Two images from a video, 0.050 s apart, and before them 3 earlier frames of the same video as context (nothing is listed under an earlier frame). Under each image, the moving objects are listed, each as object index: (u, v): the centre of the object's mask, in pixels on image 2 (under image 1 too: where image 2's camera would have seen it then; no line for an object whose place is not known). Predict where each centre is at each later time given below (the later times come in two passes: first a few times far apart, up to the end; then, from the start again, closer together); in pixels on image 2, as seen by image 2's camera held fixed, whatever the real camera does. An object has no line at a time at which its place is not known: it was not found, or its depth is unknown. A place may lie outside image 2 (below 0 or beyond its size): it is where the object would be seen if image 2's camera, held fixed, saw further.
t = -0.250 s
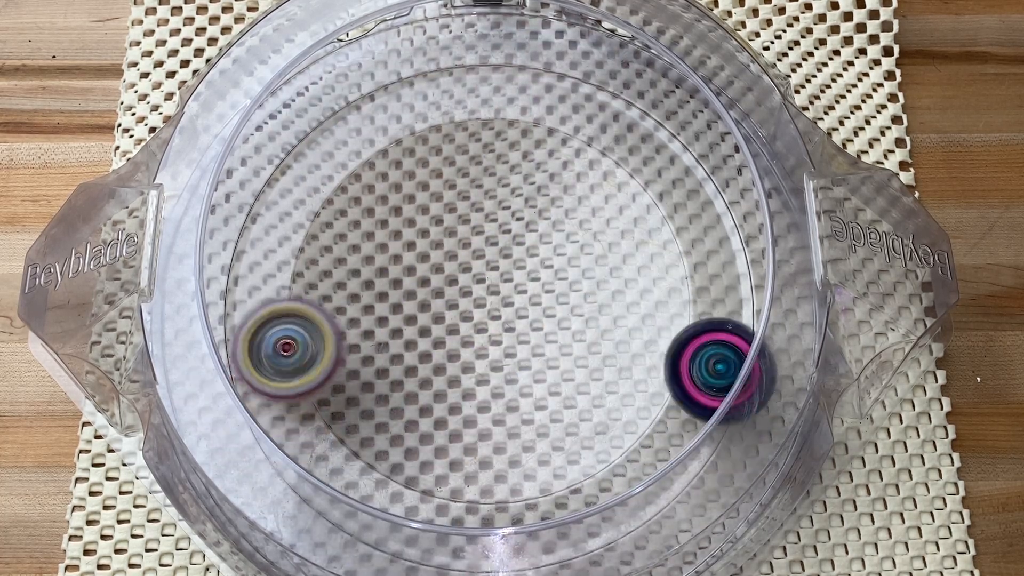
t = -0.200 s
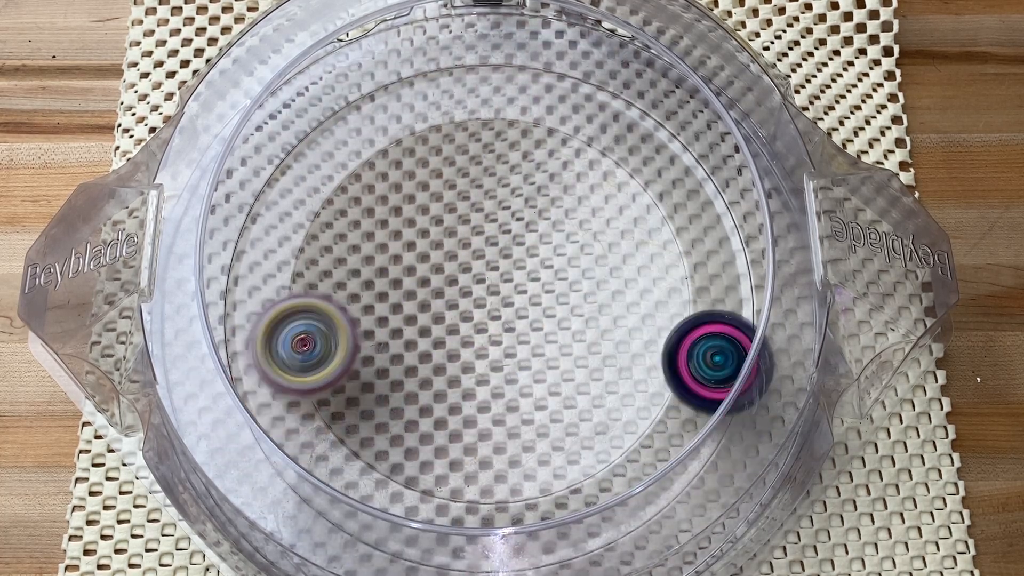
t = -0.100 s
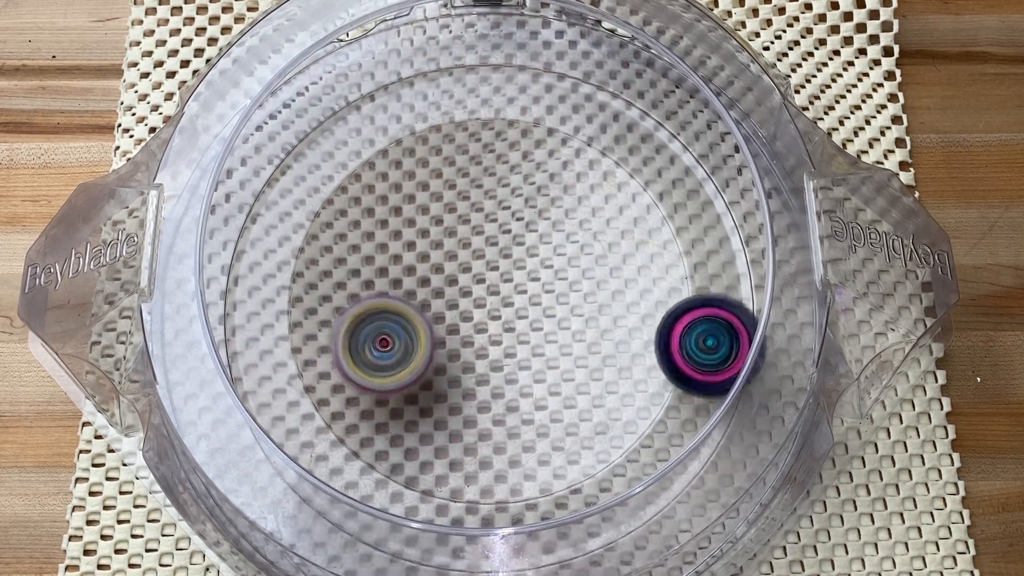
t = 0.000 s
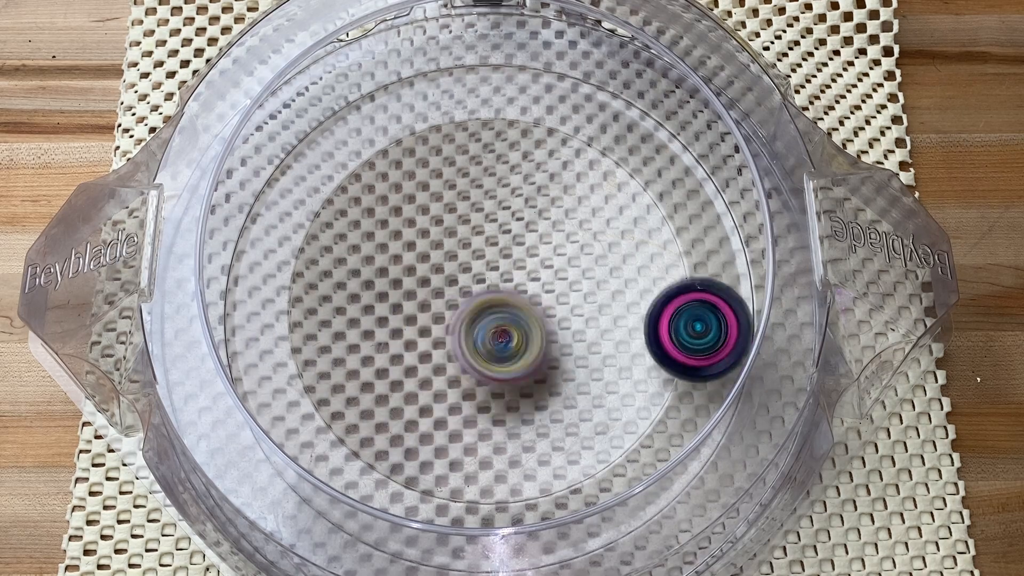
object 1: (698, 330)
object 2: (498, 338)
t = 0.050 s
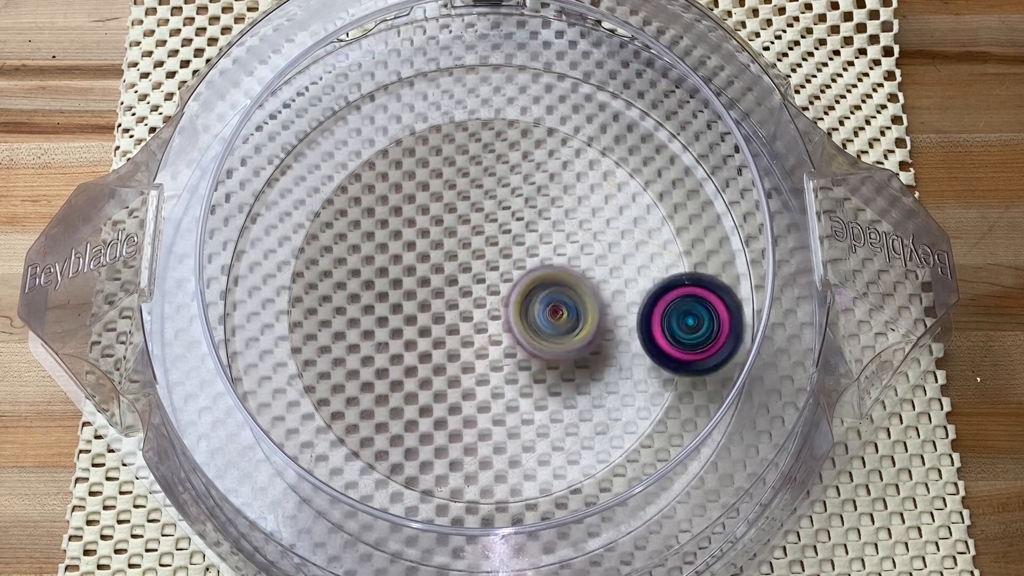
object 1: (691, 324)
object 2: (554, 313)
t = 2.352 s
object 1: (388, 309)
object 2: (561, 187)
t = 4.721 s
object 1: (574, 365)
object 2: (421, 228)
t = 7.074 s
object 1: (487, 224)
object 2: (476, 344)
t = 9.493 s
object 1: (434, 344)
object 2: (513, 281)
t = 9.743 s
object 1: (420, 331)
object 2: (505, 268)
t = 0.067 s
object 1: (687, 324)
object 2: (570, 302)
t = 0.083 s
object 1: (683, 326)
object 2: (584, 291)
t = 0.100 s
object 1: (686, 332)
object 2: (588, 274)
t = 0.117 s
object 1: (689, 339)
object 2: (588, 256)
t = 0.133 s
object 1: (690, 347)
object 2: (585, 239)
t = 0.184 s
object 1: (689, 357)
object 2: (570, 190)
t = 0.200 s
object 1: (688, 357)
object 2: (562, 175)
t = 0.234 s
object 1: (686, 359)
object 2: (543, 145)
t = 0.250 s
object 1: (682, 361)
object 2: (533, 131)
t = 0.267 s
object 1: (678, 365)
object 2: (519, 120)
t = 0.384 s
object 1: (634, 391)
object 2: (432, 65)
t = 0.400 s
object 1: (626, 395)
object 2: (422, 60)
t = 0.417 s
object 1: (619, 397)
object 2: (416, 57)
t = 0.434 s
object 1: (611, 398)
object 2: (409, 59)
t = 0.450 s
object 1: (603, 402)
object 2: (403, 64)
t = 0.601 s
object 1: (524, 403)
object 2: (360, 112)
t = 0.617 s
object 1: (513, 401)
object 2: (358, 116)
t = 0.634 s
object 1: (504, 398)
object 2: (357, 119)
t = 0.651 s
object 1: (496, 396)
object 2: (357, 122)
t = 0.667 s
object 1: (486, 392)
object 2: (358, 123)
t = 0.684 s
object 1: (477, 387)
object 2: (358, 124)
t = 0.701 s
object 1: (470, 383)
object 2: (357, 125)
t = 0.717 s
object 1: (460, 376)
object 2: (358, 127)
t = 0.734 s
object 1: (452, 370)
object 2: (361, 129)
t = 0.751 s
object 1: (446, 363)
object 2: (364, 130)
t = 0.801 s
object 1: (427, 339)
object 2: (368, 132)
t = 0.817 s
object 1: (422, 331)
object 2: (371, 137)
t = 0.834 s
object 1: (417, 322)
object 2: (375, 142)
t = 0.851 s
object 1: (416, 314)
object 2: (379, 148)
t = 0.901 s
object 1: (411, 290)
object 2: (389, 175)
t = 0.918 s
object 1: (410, 285)
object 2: (394, 188)
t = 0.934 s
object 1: (414, 303)
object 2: (397, 175)
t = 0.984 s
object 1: (431, 358)
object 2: (404, 145)
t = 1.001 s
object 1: (439, 372)
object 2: (408, 139)
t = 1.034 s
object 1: (454, 398)
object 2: (412, 130)
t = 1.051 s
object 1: (460, 408)
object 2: (414, 129)
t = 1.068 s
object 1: (465, 415)
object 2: (417, 129)
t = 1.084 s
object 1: (471, 422)
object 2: (419, 128)
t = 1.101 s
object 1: (474, 426)
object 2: (419, 129)
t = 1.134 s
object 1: (479, 430)
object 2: (423, 139)
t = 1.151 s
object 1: (480, 431)
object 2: (424, 142)
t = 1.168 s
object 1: (480, 430)
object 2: (422, 147)
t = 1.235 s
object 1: (471, 423)
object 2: (425, 173)
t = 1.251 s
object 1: (468, 421)
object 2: (426, 181)
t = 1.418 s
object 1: (434, 408)
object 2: (469, 272)
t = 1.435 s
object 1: (430, 405)
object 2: (475, 282)
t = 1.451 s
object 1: (428, 403)
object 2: (483, 288)
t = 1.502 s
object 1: (421, 393)
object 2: (510, 305)
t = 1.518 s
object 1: (419, 390)
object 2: (520, 308)
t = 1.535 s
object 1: (419, 386)
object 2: (529, 309)
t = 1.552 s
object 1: (417, 382)
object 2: (537, 311)
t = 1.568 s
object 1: (415, 377)
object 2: (547, 314)
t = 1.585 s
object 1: (414, 374)
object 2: (556, 312)
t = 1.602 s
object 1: (413, 369)
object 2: (563, 308)
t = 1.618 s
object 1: (414, 364)
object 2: (569, 309)
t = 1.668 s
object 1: (415, 349)
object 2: (586, 297)
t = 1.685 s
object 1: (415, 344)
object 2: (590, 292)
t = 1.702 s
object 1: (418, 338)
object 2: (595, 286)
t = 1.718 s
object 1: (419, 333)
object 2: (594, 278)
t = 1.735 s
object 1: (421, 328)
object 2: (596, 275)
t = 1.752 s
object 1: (423, 322)
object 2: (598, 267)
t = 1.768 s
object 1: (426, 317)
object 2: (597, 259)
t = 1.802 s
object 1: (433, 307)
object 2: (593, 248)
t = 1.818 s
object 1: (437, 301)
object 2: (590, 240)
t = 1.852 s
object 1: (446, 293)
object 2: (579, 231)
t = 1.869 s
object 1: (451, 289)
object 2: (574, 226)
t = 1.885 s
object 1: (455, 285)
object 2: (565, 222)
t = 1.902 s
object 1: (461, 283)
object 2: (558, 223)
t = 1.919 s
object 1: (466, 279)
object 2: (550, 223)
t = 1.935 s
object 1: (466, 279)
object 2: (546, 221)
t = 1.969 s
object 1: (459, 285)
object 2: (547, 218)
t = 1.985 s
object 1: (457, 287)
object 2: (545, 217)
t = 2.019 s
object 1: (458, 290)
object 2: (540, 223)
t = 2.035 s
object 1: (459, 290)
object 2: (536, 225)
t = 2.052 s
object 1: (459, 290)
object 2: (533, 231)
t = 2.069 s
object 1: (450, 298)
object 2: (544, 227)
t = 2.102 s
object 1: (427, 314)
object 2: (561, 219)
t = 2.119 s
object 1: (418, 321)
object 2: (569, 215)
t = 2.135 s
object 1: (410, 326)
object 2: (572, 209)
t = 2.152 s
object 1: (404, 330)
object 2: (576, 207)
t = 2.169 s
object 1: (399, 332)
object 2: (580, 203)
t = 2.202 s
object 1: (393, 331)
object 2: (581, 196)
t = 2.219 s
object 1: (392, 328)
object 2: (582, 192)
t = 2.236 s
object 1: (390, 326)
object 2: (580, 191)
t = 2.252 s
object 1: (389, 323)
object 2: (580, 187)
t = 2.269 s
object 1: (388, 322)
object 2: (577, 184)
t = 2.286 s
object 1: (388, 319)
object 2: (574, 185)
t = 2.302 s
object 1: (388, 317)
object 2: (573, 184)
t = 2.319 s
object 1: (388, 314)
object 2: (568, 183)
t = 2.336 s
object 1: (389, 312)
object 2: (565, 187)
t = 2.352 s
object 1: (388, 309)
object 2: (561, 187)
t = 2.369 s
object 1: (389, 308)
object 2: (555, 192)
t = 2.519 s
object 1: (405, 289)
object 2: (516, 255)
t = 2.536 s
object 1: (408, 287)
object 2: (512, 261)
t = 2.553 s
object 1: (408, 286)
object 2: (508, 272)
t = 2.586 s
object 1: (400, 281)
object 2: (513, 284)
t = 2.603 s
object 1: (399, 280)
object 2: (517, 291)
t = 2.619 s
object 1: (401, 278)
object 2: (520, 294)
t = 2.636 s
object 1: (403, 277)
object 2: (521, 302)
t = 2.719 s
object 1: (415, 269)
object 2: (535, 325)
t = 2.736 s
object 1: (418, 268)
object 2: (538, 327)
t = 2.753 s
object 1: (421, 266)
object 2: (536, 326)
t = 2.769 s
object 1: (424, 265)
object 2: (537, 328)
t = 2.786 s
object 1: (428, 265)
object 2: (537, 326)
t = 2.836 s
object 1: (440, 263)
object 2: (530, 324)
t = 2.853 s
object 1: (443, 263)
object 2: (530, 322)
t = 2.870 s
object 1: (447, 263)
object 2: (528, 318)
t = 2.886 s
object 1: (448, 261)
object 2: (530, 319)
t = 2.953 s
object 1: (461, 260)
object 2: (539, 317)
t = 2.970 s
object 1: (463, 260)
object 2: (542, 318)
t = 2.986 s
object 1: (464, 257)
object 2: (546, 320)
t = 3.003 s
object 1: (462, 250)
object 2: (552, 329)
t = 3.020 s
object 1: (460, 245)
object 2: (560, 336)
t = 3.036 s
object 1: (461, 242)
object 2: (562, 344)
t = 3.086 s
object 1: (469, 240)
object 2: (567, 360)
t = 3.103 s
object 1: (472, 239)
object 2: (565, 364)
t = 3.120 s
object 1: (476, 240)
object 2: (566, 367)
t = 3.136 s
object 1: (479, 239)
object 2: (563, 368)
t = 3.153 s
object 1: (482, 240)
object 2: (563, 370)
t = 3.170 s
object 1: (485, 241)
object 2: (560, 369)
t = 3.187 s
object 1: (489, 242)
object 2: (558, 371)
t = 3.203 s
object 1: (492, 243)
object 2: (557, 368)
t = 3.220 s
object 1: (495, 244)
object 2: (553, 368)
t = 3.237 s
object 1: (497, 246)
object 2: (553, 365)
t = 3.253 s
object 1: (501, 248)
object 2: (549, 364)
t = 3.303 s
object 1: (508, 256)
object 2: (544, 359)
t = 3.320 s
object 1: (510, 258)
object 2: (538, 359)
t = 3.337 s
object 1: (512, 261)
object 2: (536, 356)
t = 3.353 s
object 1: (514, 264)
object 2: (530, 357)
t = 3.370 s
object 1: (516, 260)
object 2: (526, 363)
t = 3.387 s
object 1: (516, 257)
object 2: (520, 369)
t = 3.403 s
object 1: (518, 256)
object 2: (516, 372)
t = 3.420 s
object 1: (519, 257)
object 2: (511, 377)
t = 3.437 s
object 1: (521, 259)
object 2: (507, 378)
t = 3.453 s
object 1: (522, 260)
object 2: (501, 382)
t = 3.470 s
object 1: (524, 262)
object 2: (496, 381)
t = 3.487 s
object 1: (525, 264)
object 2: (491, 383)
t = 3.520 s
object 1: (527, 269)
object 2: (482, 383)
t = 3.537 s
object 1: (528, 271)
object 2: (479, 381)
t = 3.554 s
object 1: (528, 274)
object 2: (475, 381)
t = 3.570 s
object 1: (529, 276)
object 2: (473, 377)
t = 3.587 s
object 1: (529, 279)
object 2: (471, 376)
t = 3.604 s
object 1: (530, 281)
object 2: (470, 373)
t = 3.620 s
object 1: (529, 285)
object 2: (469, 371)
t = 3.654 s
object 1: (529, 290)
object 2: (467, 365)
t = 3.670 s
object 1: (529, 291)
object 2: (463, 362)
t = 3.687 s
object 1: (535, 283)
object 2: (450, 369)
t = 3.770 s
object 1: (552, 260)
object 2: (395, 393)
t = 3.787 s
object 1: (553, 261)
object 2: (390, 394)
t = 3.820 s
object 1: (556, 263)
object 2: (378, 396)
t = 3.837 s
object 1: (557, 265)
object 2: (372, 398)
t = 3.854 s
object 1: (558, 267)
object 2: (369, 397)
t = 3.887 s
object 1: (559, 270)
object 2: (365, 396)
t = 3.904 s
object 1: (559, 272)
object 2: (364, 396)
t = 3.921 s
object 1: (559, 274)
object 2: (363, 394)
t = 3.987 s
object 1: (559, 281)
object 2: (357, 386)
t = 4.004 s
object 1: (559, 283)
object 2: (357, 382)
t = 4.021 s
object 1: (557, 285)
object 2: (356, 378)
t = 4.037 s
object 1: (556, 288)
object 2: (357, 375)
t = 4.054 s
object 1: (555, 290)
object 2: (356, 372)
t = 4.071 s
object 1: (553, 292)
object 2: (359, 368)
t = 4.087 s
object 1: (551, 294)
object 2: (359, 364)
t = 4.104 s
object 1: (550, 296)
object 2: (364, 360)
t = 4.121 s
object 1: (547, 298)
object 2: (365, 356)
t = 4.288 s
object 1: (518, 310)
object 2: (407, 316)
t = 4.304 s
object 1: (515, 311)
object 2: (412, 314)
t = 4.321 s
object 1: (517, 310)
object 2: (415, 309)
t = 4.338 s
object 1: (527, 309)
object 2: (407, 306)
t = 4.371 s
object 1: (540, 306)
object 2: (397, 298)
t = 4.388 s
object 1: (545, 305)
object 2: (394, 292)
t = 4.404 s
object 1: (546, 305)
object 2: (394, 288)
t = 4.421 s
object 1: (547, 305)
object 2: (392, 283)
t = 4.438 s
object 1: (546, 306)
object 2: (393, 280)
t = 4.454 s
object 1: (546, 308)
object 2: (394, 278)
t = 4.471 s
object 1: (545, 310)
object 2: (395, 272)
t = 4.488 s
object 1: (545, 312)
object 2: (399, 272)
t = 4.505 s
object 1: (543, 313)
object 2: (401, 268)
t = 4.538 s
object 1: (540, 316)
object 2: (410, 266)
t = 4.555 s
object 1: (539, 318)
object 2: (416, 265)
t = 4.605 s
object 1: (534, 321)
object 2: (432, 264)
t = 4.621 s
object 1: (531, 323)
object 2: (437, 263)
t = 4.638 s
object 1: (530, 323)
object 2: (445, 265)
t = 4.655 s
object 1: (531, 326)
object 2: (449, 264)
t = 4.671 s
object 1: (544, 336)
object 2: (441, 254)
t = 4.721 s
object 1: (574, 365)
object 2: (421, 228)
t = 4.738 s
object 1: (581, 373)
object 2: (418, 221)
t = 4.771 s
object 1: (586, 390)
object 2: (415, 211)
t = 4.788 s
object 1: (586, 396)
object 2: (416, 207)
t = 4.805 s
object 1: (585, 401)
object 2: (417, 206)
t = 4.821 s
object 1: (583, 403)
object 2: (419, 203)
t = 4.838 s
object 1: (582, 406)
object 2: (422, 203)
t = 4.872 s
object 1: (580, 410)
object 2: (430, 200)
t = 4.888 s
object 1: (579, 412)
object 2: (433, 201)
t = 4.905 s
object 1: (577, 413)
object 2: (437, 200)
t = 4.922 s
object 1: (576, 415)
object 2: (443, 202)
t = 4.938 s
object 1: (574, 416)
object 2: (447, 202)
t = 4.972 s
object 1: (571, 418)
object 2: (458, 206)
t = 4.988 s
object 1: (569, 418)
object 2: (463, 206)
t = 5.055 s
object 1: (561, 420)
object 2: (483, 217)
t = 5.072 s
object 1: (559, 420)
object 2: (488, 218)
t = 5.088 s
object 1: (556, 420)
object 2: (493, 223)
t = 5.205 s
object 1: (536, 416)
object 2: (519, 247)
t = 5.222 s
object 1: (534, 414)
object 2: (522, 252)
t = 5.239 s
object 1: (530, 413)
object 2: (525, 256)
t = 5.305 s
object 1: (515, 405)
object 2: (531, 272)
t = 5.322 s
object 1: (511, 403)
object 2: (533, 276)
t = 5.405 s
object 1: (490, 388)
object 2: (531, 293)
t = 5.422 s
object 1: (486, 385)
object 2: (530, 297)
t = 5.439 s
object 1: (480, 385)
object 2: (529, 293)
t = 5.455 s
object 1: (473, 384)
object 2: (528, 292)
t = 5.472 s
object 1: (467, 380)
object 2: (526, 291)
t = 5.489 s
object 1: (462, 376)
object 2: (526, 286)
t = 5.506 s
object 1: (458, 373)
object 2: (524, 286)
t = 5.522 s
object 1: (454, 369)
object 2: (522, 282)
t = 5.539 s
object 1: (449, 365)
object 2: (520, 281)
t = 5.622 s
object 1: (433, 343)
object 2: (514, 274)
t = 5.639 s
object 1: (430, 339)
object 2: (513, 276)
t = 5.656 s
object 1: (426, 334)
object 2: (514, 275)
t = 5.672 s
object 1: (423, 331)
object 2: (514, 275)
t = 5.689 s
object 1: (420, 326)
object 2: (516, 275)
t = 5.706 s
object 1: (416, 321)
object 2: (521, 274)
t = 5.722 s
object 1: (415, 317)
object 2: (521, 274)
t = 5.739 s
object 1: (414, 312)
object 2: (520, 275)
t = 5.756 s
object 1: (412, 309)
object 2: (524, 274)
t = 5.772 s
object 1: (410, 304)
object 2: (524, 276)
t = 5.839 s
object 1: (406, 288)
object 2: (523, 280)
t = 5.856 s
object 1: (406, 284)
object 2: (521, 281)
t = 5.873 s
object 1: (405, 279)
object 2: (519, 284)
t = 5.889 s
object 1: (406, 276)
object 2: (520, 285)
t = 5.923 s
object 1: (405, 269)
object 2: (514, 288)
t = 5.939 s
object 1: (406, 266)
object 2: (514, 290)
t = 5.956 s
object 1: (406, 262)
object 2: (511, 292)
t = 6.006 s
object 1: (408, 253)
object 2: (502, 294)
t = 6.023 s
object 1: (409, 250)
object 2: (498, 294)
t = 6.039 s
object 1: (408, 246)
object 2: (499, 298)
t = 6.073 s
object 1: (409, 240)
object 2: (498, 300)
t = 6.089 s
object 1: (410, 238)
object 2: (497, 301)
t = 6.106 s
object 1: (411, 236)
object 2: (498, 301)
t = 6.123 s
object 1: (413, 234)
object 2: (496, 299)
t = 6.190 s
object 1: (420, 229)
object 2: (495, 295)
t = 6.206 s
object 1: (421, 228)
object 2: (493, 295)
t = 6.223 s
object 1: (420, 225)
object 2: (495, 296)
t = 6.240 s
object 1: (419, 221)
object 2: (499, 300)
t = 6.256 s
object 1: (417, 218)
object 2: (501, 302)
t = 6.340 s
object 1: (424, 212)
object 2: (519, 313)
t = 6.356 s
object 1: (424, 211)
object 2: (519, 314)
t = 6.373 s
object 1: (426, 211)
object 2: (523, 315)
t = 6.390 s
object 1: (428, 210)
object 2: (527, 316)
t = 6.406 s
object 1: (429, 210)
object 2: (528, 314)
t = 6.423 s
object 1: (431, 209)
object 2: (531, 314)
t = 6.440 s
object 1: (432, 209)
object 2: (535, 313)
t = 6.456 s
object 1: (434, 209)
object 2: (535, 311)
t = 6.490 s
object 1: (438, 209)
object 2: (539, 306)
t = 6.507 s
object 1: (441, 210)
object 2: (537, 302)
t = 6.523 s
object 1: (443, 210)
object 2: (535, 300)
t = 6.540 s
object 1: (445, 211)
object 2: (535, 299)
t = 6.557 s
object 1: (448, 212)
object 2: (530, 294)
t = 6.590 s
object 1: (452, 214)
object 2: (523, 291)
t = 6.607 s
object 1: (455, 215)
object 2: (516, 288)
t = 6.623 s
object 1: (453, 211)
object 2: (515, 291)
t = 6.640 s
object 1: (452, 205)
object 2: (516, 297)
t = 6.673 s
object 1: (446, 196)
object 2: (508, 305)
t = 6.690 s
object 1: (446, 195)
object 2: (506, 309)
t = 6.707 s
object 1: (446, 195)
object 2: (500, 312)
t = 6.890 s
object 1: (465, 203)
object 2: (468, 333)
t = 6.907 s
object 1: (467, 204)
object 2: (467, 337)
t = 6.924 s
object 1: (468, 206)
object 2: (464, 338)
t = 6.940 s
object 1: (470, 207)
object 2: (464, 340)
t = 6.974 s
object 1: (474, 211)
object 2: (463, 344)
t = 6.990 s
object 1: (476, 212)
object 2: (464, 345)
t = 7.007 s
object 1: (477, 214)
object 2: (468, 345)
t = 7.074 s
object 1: (487, 224)
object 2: (476, 344)
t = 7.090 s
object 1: (489, 227)
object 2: (479, 339)
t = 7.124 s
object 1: (495, 235)
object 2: (484, 333)
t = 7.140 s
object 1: (497, 237)
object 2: (483, 329)
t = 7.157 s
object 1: (498, 234)
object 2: (483, 333)
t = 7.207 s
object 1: (502, 215)
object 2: (481, 358)
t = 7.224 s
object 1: (504, 212)
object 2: (480, 363)
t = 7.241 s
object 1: (505, 212)
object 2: (478, 368)
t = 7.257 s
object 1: (506, 213)
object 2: (480, 368)
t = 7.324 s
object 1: (515, 218)
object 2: (484, 376)
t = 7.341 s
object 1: (517, 219)
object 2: (485, 377)
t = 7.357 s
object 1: (519, 220)
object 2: (483, 378)
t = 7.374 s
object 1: (520, 222)
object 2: (486, 379)
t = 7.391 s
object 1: (523, 223)
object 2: (486, 380)
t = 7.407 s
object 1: (525, 225)
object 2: (486, 382)
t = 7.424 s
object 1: (525, 226)
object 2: (486, 380)
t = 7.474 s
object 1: (530, 232)
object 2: (488, 380)
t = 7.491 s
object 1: (532, 235)
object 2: (489, 378)
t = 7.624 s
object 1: (540, 258)
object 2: (493, 343)
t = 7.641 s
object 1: (541, 260)
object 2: (491, 340)
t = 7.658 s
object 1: (544, 253)
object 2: (486, 343)
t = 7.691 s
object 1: (547, 244)
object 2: (477, 351)
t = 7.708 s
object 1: (547, 241)
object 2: (471, 351)
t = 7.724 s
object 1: (547, 241)
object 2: (471, 353)
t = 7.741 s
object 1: (547, 242)
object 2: (469, 353)
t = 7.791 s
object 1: (549, 246)
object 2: (463, 349)
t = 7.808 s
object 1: (550, 248)
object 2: (462, 349)
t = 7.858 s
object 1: (552, 251)
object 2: (458, 343)
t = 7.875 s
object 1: (552, 253)
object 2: (455, 341)
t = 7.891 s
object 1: (552, 255)
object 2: (455, 337)
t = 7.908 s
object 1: (552, 257)
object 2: (454, 334)
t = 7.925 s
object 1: (553, 259)
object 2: (454, 333)
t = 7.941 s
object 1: (552, 261)
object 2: (453, 329)
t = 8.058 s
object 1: (549, 279)
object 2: (452, 305)
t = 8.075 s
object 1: (548, 282)
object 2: (452, 303)
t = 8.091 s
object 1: (551, 283)
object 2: (448, 301)
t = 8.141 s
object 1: (562, 289)
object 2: (431, 291)
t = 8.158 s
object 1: (561, 290)
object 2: (427, 290)
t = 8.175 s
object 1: (561, 293)
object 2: (426, 286)
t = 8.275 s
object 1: (558, 308)
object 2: (418, 281)
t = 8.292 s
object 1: (557, 310)
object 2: (417, 277)
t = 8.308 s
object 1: (557, 313)
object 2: (418, 277)
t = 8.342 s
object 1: (556, 317)
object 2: (418, 275)
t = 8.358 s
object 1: (554, 319)
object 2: (421, 272)
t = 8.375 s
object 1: (553, 322)
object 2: (424, 274)
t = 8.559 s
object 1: (537, 344)
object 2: (462, 275)
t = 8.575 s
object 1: (536, 347)
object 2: (467, 273)
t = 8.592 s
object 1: (534, 349)
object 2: (469, 271)
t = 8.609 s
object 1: (533, 352)
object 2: (473, 267)
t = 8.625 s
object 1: (531, 353)
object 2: (477, 266)
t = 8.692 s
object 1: (524, 360)
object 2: (488, 262)
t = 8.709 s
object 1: (522, 361)
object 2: (489, 261)
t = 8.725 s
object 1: (520, 362)
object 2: (492, 260)
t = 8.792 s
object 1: (513, 366)
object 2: (502, 259)
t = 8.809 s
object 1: (512, 367)
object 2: (506, 261)
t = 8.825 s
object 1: (510, 367)
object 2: (508, 261)
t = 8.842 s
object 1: (508, 367)
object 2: (510, 262)
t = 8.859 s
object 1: (506, 368)
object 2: (513, 261)
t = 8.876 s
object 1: (504, 368)
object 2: (515, 264)
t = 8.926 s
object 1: (498, 368)
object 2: (522, 267)
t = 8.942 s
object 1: (496, 367)
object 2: (524, 270)
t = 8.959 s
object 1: (494, 369)
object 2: (527, 270)
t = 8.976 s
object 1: (493, 370)
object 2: (529, 270)
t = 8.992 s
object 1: (491, 369)
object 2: (532, 269)
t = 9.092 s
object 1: (478, 366)
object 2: (538, 271)
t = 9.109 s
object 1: (477, 365)
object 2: (536, 272)
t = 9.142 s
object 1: (473, 363)
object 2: (535, 274)
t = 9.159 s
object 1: (470, 362)
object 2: (534, 276)
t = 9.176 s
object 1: (469, 362)
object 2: (532, 279)
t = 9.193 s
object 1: (467, 360)
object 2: (531, 279)
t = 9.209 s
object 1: (465, 360)
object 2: (531, 282)
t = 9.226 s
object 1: (463, 360)
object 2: (531, 284)
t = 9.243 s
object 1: (461, 362)
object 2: (530, 282)
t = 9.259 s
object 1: (460, 361)
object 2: (532, 279)
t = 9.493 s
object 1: (434, 344)
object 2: (513, 281)
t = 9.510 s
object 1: (431, 345)
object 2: (515, 281)
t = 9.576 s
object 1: (424, 340)
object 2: (517, 273)
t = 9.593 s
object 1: (423, 339)
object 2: (515, 271)
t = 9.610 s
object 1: (423, 338)
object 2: (516, 269)
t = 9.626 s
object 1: (423, 337)
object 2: (515, 269)
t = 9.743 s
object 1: (420, 331)
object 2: (505, 268)
